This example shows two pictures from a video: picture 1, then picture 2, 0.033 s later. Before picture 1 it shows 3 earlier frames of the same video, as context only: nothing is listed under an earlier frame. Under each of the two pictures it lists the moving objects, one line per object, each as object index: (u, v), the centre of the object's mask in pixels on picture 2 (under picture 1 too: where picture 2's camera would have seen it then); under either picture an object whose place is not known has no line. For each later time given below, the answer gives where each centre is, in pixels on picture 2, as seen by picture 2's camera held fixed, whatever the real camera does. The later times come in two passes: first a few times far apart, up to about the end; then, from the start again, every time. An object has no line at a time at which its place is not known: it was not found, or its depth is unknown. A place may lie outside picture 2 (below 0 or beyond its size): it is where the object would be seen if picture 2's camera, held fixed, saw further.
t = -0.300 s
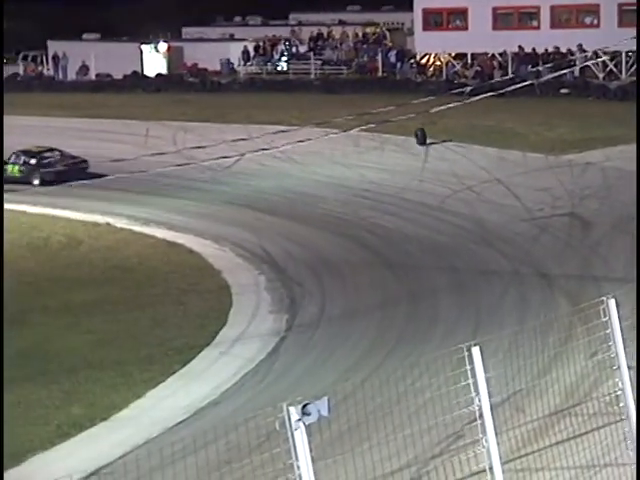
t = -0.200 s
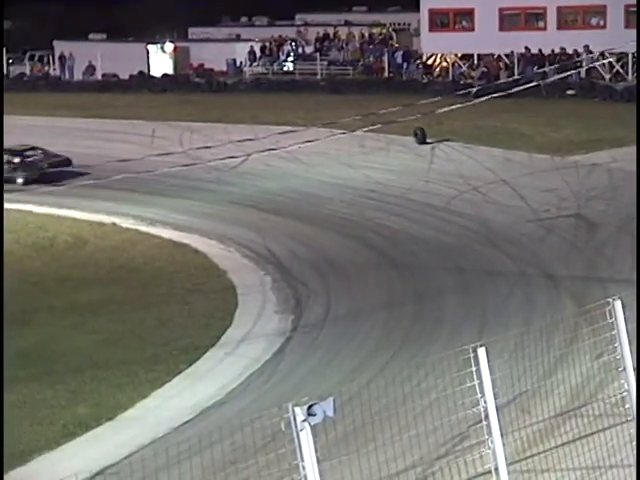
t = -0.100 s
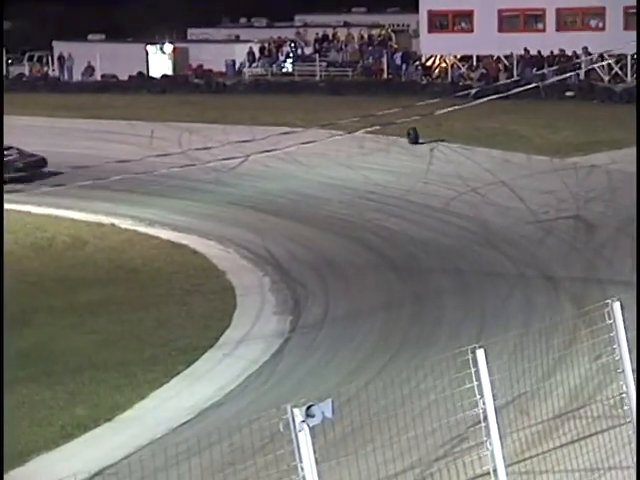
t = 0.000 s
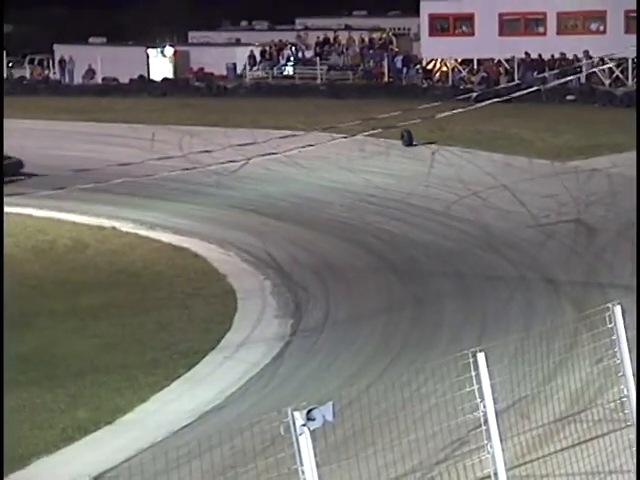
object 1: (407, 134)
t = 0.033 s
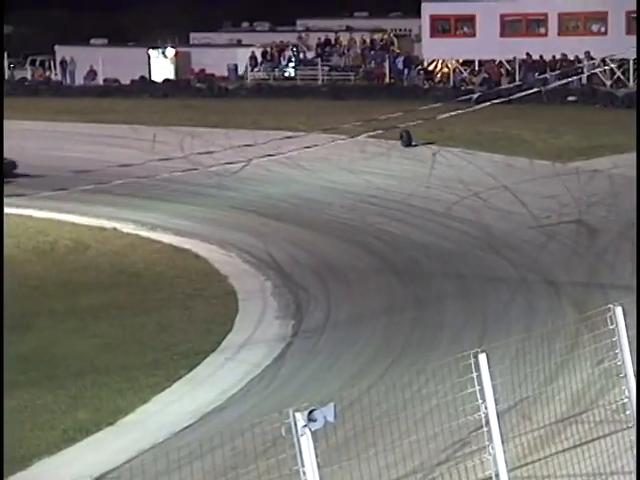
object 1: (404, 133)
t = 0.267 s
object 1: (388, 130)
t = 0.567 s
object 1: (369, 130)
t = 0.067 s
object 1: (402, 132)
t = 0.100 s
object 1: (400, 132)
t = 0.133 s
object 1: (396, 130)
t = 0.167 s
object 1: (395, 130)
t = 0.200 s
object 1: (392, 129)
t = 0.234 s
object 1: (391, 129)
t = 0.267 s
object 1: (388, 130)
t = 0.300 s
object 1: (388, 128)
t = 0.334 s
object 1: (384, 128)
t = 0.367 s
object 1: (383, 128)
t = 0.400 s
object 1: (380, 129)
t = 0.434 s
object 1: (378, 128)
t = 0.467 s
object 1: (375, 128)
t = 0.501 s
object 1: (372, 128)
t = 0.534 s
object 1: (371, 129)
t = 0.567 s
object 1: (369, 130)
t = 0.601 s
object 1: (367, 129)
